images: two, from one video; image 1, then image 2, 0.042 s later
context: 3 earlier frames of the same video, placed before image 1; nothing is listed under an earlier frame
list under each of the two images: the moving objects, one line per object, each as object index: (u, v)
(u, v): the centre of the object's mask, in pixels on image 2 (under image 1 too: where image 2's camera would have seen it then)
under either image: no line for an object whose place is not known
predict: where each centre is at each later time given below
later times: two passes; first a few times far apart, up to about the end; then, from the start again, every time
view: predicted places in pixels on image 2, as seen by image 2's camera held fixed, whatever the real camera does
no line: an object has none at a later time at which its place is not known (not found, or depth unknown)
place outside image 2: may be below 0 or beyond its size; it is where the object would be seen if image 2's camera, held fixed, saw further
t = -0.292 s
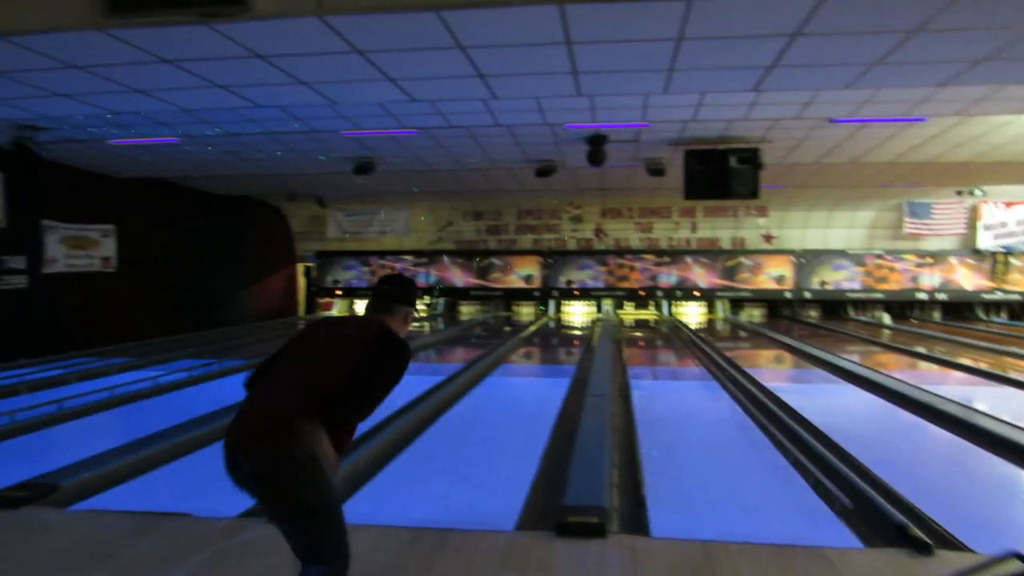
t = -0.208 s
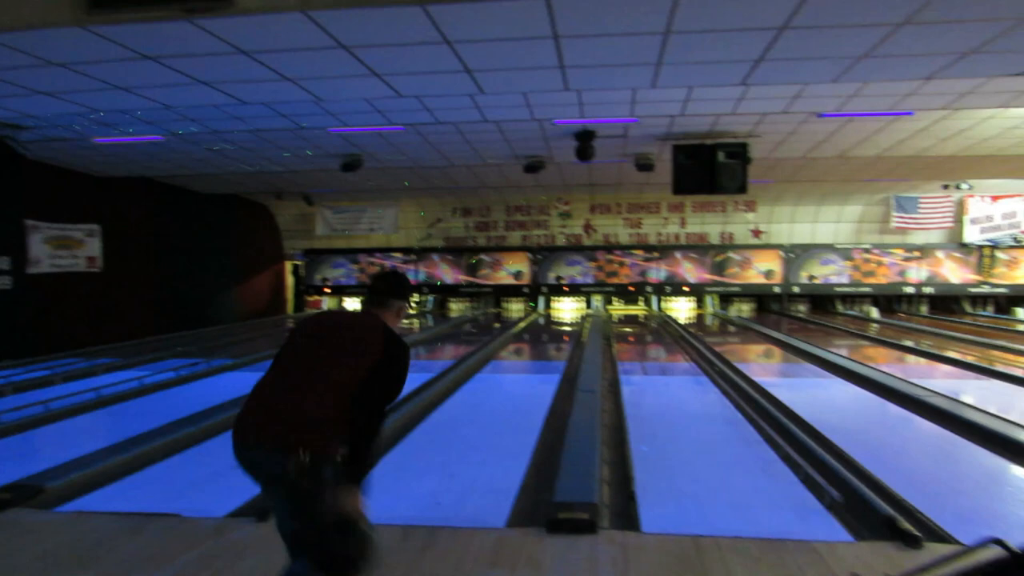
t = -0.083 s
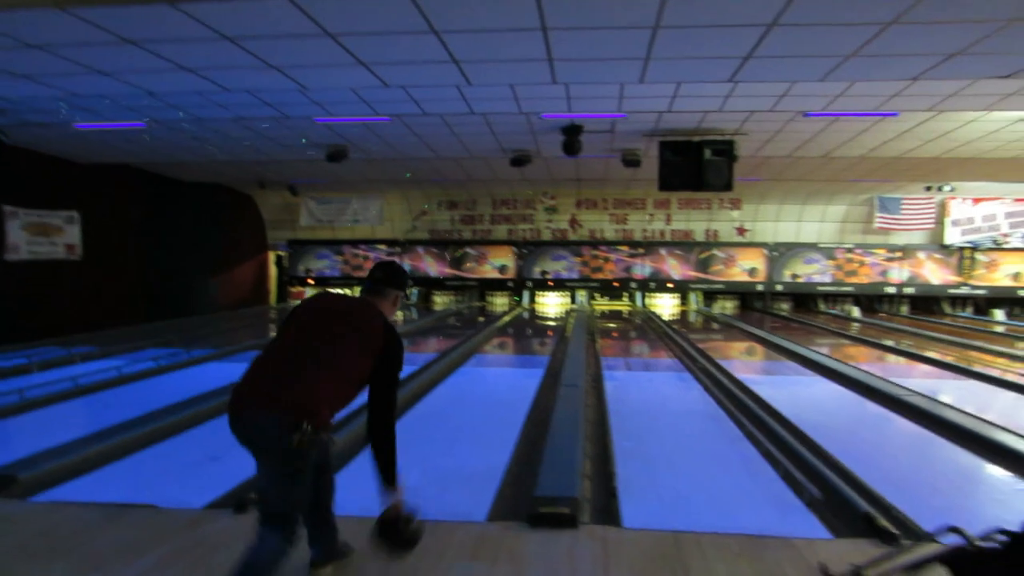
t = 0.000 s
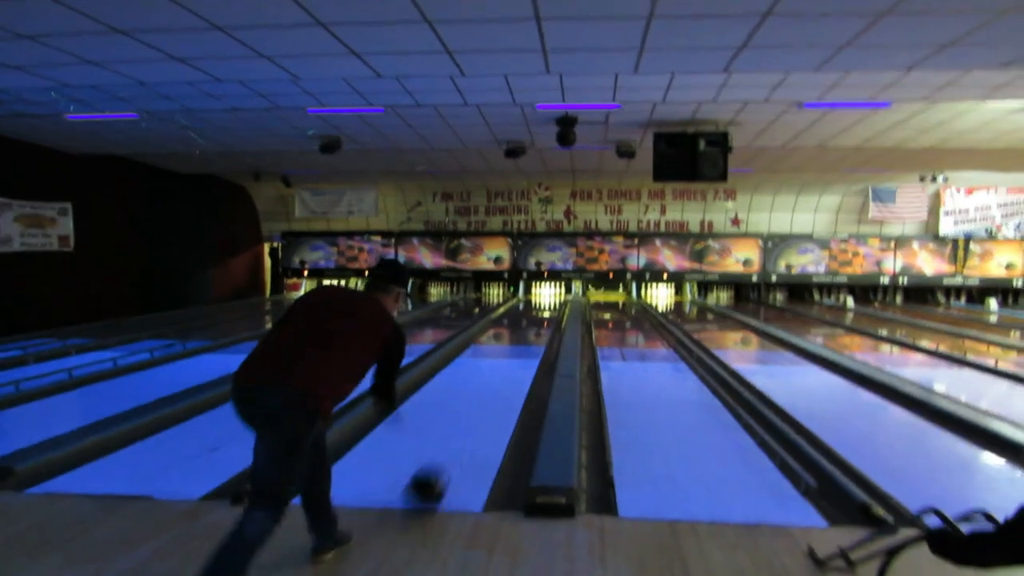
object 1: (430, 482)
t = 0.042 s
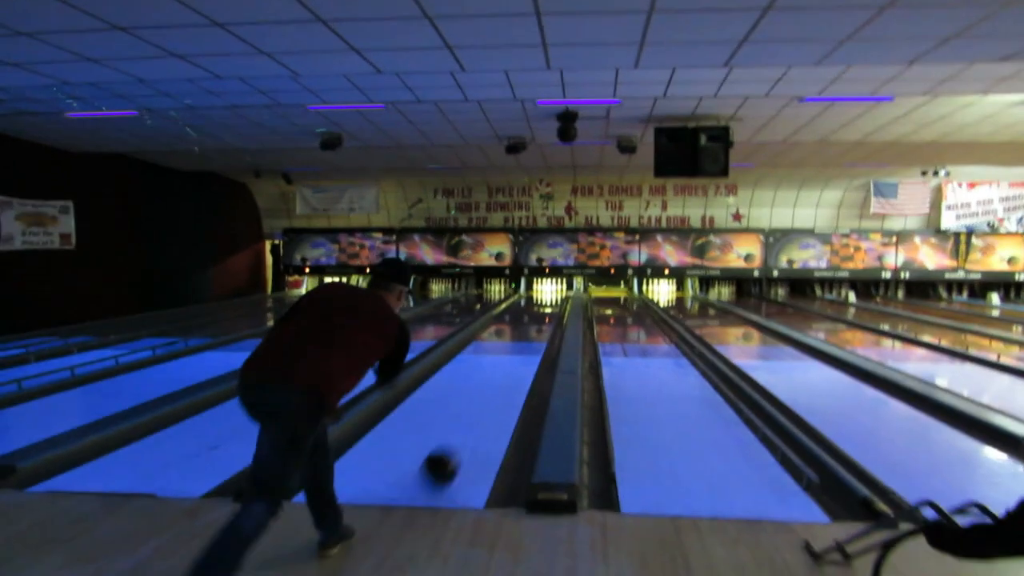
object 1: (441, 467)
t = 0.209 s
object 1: (472, 416)
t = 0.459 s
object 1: (499, 370)
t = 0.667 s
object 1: (512, 348)
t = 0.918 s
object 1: (522, 331)
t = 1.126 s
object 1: (528, 321)
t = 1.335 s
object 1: (533, 313)
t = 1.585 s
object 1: (538, 304)
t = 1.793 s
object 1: (542, 301)
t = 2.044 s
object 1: (545, 296)
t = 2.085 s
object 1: (546, 295)
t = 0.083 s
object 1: (450, 452)
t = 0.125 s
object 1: (458, 439)
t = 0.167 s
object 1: (465, 427)
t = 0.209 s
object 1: (472, 416)
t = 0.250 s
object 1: (478, 405)
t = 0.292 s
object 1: (483, 397)
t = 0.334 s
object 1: (488, 389)
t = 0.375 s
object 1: (493, 382)
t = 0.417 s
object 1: (496, 376)
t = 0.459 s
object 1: (499, 370)
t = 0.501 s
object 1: (502, 365)
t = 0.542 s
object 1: (505, 360)
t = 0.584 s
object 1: (508, 355)
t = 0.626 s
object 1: (510, 352)
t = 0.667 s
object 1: (512, 348)
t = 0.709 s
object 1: (514, 345)
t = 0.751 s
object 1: (516, 342)
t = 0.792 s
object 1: (517, 339)
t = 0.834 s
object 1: (519, 336)
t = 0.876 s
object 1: (521, 334)
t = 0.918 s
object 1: (522, 331)
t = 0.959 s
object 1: (523, 330)
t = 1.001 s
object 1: (524, 327)
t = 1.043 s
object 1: (526, 324)
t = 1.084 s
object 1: (527, 322)
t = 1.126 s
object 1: (528, 321)
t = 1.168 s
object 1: (529, 319)
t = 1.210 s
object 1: (531, 317)
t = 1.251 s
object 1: (531, 316)
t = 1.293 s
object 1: (532, 314)
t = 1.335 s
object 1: (533, 313)
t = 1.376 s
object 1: (534, 310)
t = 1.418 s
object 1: (535, 308)
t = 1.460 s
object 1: (536, 307)
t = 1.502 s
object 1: (536, 307)
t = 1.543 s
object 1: (537, 305)
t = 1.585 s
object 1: (538, 304)
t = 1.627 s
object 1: (538, 304)
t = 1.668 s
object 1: (540, 303)
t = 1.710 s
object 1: (541, 303)
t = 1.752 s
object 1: (541, 302)
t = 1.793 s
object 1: (542, 301)
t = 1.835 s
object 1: (543, 300)
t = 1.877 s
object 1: (543, 299)
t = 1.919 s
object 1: (544, 297)
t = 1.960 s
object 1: (544, 297)
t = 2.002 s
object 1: (545, 297)
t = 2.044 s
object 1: (545, 296)
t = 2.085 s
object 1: (546, 295)
